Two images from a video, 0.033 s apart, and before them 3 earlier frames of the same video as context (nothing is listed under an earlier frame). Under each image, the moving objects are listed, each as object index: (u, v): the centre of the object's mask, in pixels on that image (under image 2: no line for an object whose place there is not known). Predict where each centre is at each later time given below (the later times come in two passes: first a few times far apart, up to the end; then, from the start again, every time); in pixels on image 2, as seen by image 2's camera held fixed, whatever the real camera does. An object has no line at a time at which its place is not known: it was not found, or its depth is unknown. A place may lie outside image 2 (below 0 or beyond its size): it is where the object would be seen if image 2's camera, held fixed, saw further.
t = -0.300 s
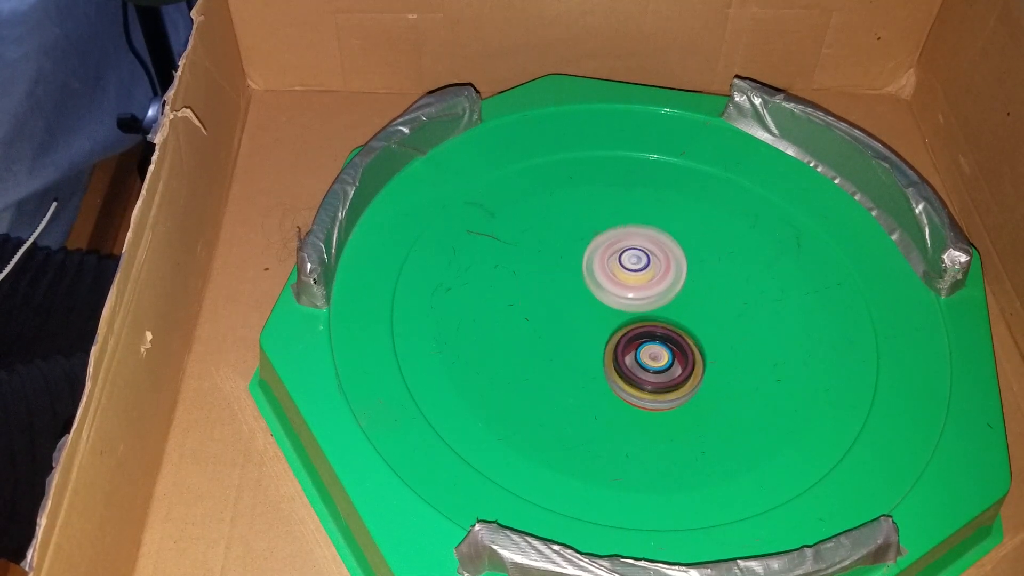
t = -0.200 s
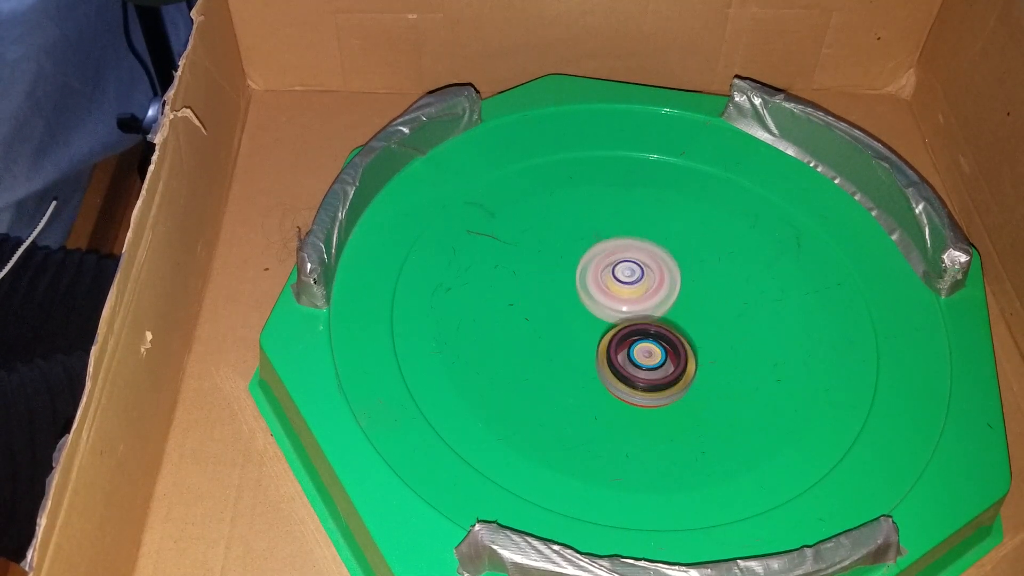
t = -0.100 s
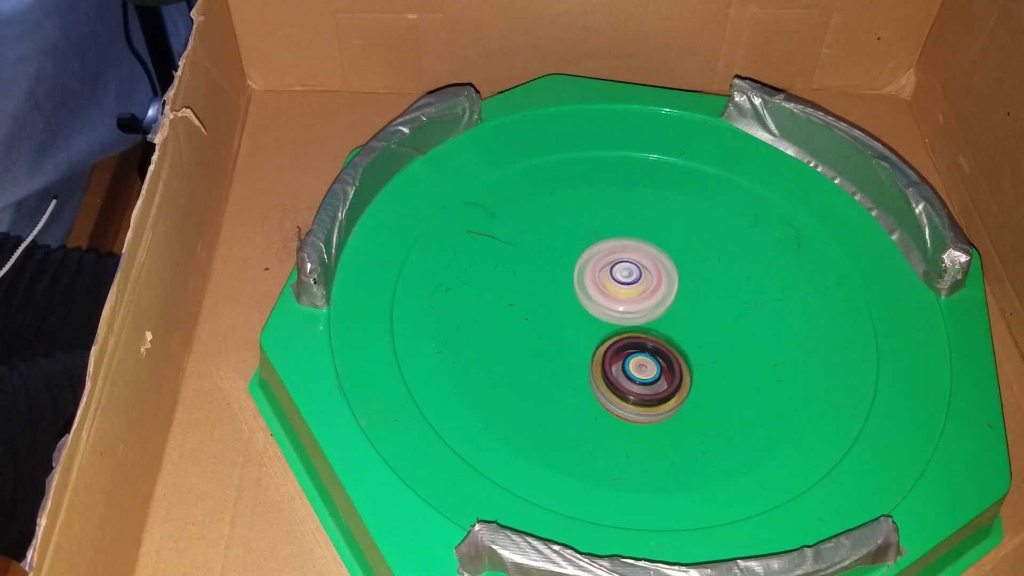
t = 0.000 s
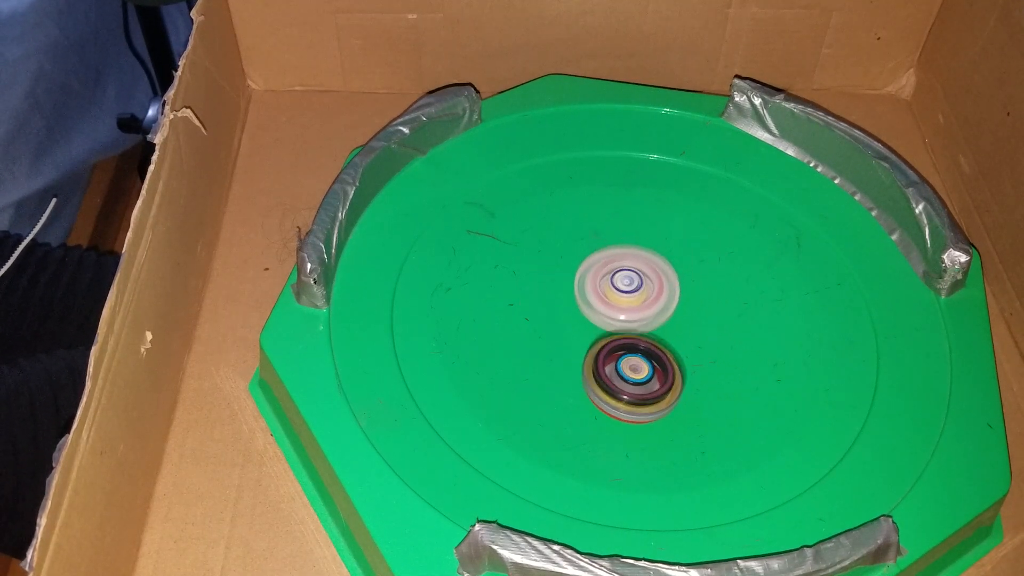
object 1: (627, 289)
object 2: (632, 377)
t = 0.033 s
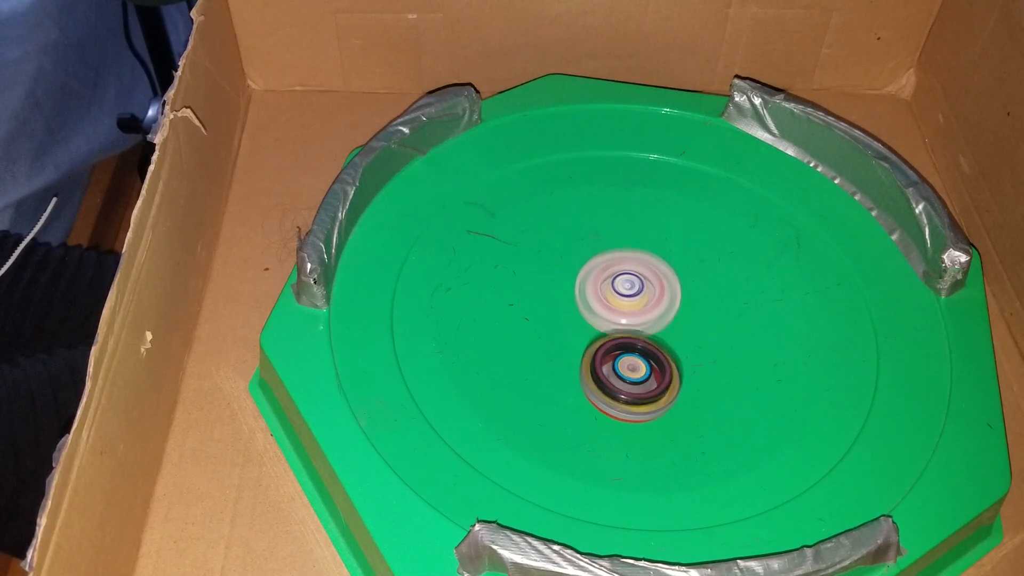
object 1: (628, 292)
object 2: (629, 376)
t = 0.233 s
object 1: (639, 287)
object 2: (624, 386)
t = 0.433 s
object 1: (639, 281)
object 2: (619, 381)
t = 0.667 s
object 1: (645, 294)
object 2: (621, 372)
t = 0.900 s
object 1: (668, 293)
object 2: (625, 364)
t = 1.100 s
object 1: (674, 286)
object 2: (623, 350)
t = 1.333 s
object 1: (669, 273)
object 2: (616, 344)
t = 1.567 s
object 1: (657, 276)
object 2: (605, 340)
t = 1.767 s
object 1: (667, 272)
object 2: (588, 356)
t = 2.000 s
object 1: (671, 256)
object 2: (579, 360)
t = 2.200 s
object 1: (662, 273)
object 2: (581, 356)
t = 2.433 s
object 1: (666, 303)
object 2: (588, 354)
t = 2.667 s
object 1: (708, 294)
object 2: (572, 363)
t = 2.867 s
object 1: (709, 289)
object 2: (577, 350)
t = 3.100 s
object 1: (681, 303)
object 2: (586, 333)
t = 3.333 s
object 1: (687, 312)
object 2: (578, 319)
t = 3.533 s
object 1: (704, 313)
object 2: (578, 307)
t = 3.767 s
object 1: (690, 318)
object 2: (584, 299)
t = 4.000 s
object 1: (704, 328)
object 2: (551, 287)
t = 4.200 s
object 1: (682, 332)
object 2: (556, 285)
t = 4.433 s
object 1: (652, 341)
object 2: (564, 283)
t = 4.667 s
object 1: (630, 351)
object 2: (573, 275)
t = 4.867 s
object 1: (621, 354)
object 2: (594, 269)
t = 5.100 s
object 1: (626, 358)
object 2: (615, 259)
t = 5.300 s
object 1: (638, 347)
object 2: (628, 259)
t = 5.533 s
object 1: (653, 344)
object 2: (633, 258)
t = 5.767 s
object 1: (667, 342)
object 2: (635, 258)
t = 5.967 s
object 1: (692, 357)
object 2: (629, 251)
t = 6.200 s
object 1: (691, 346)
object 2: (636, 262)
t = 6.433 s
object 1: (674, 348)
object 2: (635, 261)
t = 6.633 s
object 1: (656, 349)
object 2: (635, 258)
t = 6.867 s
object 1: (632, 344)
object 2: (643, 261)
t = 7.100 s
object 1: (616, 344)
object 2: (648, 264)
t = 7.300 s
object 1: (609, 341)
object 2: (656, 265)
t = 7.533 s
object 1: (608, 341)
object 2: (667, 263)
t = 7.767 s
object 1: (611, 360)
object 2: (676, 259)
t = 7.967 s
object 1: (629, 357)
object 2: (679, 262)
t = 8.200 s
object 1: (642, 344)
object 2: (683, 264)
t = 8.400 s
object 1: (650, 341)
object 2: (688, 262)
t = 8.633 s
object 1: (651, 340)
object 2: (691, 263)
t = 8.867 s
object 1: (644, 358)
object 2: (690, 264)
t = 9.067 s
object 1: (639, 355)
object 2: (689, 275)
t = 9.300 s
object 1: (626, 367)
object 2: (692, 270)
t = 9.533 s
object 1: (629, 359)
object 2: (695, 279)
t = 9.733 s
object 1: (626, 348)
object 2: (705, 278)
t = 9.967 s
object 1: (609, 341)
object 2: (712, 273)
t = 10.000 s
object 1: (595, 347)
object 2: (717, 268)
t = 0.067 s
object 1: (629, 295)
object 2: (628, 377)
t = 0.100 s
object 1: (632, 298)
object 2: (626, 376)
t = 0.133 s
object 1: (635, 294)
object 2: (626, 384)
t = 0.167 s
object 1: (637, 291)
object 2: (626, 387)
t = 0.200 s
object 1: (638, 289)
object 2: (625, 387)
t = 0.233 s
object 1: (639, 287)
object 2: (624, 386)
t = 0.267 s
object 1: (640, 285)
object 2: (623, 386)
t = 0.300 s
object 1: (640, 283)
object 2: (622, 385)
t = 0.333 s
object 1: (640, 282)
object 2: (621, 384)
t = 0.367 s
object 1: (639, 281)
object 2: (620, 383)
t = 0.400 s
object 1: (639, 281)
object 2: (619, 382)
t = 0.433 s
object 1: (639, 281)
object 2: (619, 381)
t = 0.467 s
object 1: (639, 282)
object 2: (619, 381)
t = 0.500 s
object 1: (639, 283)
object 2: (619, 380)
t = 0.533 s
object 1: (639, 285)
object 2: (619, 379)
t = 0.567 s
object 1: (640, 287)
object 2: (620, 378)
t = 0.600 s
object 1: (642, 289)
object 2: (620, 376)
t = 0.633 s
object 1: (643, 291)
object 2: (621, 374)
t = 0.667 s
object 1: (645, 294)
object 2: (621, 372)
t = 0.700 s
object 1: (648, 296)
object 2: (622, 370)
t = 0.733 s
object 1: (651, 297)
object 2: (622, 370)
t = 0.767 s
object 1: (655, 298)
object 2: (624, 369)
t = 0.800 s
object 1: (660, 297)
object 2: (623, 369)
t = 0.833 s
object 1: (664, 296)
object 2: (625, 369)
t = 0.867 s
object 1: (666, 294)
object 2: (625, 366)
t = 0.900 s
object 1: (668, 293)
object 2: (625, 364)
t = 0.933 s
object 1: (670, 292)
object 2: (624, 361)
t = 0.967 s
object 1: (672, 290)
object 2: (624, 357)
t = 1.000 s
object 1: (672, 289)
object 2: (624, 355)
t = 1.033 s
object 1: (673, 288)
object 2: (623, 354)
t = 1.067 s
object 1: (674, 287)
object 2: (623, 353)
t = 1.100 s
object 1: (674, 286)
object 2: (623, 350)
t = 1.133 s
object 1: (674, 285)
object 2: (622, 347)
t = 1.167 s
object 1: (675, 283)
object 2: (621, 347)
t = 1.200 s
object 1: (675, 279)
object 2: (619, 349)
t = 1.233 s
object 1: (674, 277)
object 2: (619, 348)
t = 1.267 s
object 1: (673, 275)
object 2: (618, 347)
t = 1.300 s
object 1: (671, 273)
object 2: (617, 345)
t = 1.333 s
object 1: (669, 273)
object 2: (616, 344)
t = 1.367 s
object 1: (666, 273)
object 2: (615, 342)
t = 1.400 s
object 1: (663, 273)
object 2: (615, 340)
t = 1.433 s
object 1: (661, 274)
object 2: (613, 339)
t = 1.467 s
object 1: (661, 273)
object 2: (609, 342)
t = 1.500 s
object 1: (660, 273)
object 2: (607, 341)
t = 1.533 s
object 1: (658, 275)
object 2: (606, 341)
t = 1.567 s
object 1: (657, 276)
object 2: (605, 340)
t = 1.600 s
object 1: (657, 278)
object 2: (603, 341)
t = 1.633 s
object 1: (657, 279)
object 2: (601, 342)
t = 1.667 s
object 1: (657, 280)
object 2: (600, 342)
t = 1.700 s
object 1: (657, 282)
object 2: (599, 342)
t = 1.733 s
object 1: (659, 282)
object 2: (595, 345)
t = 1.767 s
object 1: (667, 272)
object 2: (588, 356)
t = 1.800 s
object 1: (671, 267)
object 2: (585, 361)
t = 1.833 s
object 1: (673, 264)
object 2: (583, 362)
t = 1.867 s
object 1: (673, 261)
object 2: (582, 362)
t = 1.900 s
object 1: (673, 259)
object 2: (580, 361)
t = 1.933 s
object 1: (673, 257)
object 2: (580, 361)
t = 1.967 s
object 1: (673, 256)
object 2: (579, 360)
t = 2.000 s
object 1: (671, 256)
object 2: (579, 360)
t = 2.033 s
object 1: (670, 257)
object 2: (579, 360)
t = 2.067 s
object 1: (668, 259)
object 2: (579, 359)
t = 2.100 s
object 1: (667, 262)
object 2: (579, 358)
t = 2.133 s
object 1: (665, 265)
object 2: (580, 358)
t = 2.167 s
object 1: (663, 269)
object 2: (580, 357)
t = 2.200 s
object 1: (662, 273)
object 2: (581, 356)
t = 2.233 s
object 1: (660, 278)
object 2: (582, 356)
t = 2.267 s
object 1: (660, 282)
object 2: (584, 355)
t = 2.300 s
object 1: (659, 287)
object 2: (585, 355)
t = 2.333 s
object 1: (659, 292)
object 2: (588, 353)
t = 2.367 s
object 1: (659, 297)
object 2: (589, 352)
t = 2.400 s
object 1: (661, 300)
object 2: (592, 350)
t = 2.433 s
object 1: (666, 303)
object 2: (588, 354)
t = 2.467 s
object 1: (669, 306)
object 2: (590, 354)
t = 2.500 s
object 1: (671, 309)
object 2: (592, 353)
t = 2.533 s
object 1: (678, 308)
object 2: (585, 357)
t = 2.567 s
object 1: (694, 301)
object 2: (574, 363)
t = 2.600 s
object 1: (701, 298)
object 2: (572, 366)
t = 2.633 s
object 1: (706, 295)
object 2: (572, 365)
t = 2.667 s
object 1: (708, 294)
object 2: (572, 363)
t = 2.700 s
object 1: (710, 292)
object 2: (573, 362)
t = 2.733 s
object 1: (712, 291)
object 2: (573, 359)
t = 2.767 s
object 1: (712, 290)
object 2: (574, 357)
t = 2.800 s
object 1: (712, 290)
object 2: (574, 355)
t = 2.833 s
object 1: (711, 289)
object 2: (575, 352)
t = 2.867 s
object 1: (709, 289)
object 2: (577, 350)
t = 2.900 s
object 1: (706, 289)
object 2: (578, 348)
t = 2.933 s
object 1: (703, 290)
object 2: (579, 346)
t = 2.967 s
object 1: (698, 292)
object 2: (580, 343)
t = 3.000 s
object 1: (695, 295)
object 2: (581, 341)
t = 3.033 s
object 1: (690, 297)
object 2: (583, 338)
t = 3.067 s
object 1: (686, 300)
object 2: (584, 336)
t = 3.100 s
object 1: (681, 303)
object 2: (586, 333)
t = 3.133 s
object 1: (680, 305)
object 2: (584, 330)
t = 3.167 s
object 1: (685, 305)
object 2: (578, 330)
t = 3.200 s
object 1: (685, 306)
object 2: (579, 329)
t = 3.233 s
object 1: (685, 308)
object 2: (581, 327)
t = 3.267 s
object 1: (683, 309)
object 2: (581, 323)
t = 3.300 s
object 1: (682, 311)
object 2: (583, 321)
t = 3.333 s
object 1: (687, 312)
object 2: (578, 319)
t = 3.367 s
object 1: (692, 313)
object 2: (574, 317)
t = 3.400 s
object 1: (696, 313)
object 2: (575, 315)
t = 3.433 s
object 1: (698, 313)
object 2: (576, 314)
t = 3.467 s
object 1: (701, 313)
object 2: (577, 311)
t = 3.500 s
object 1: (703, 313)
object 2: (577, 308)
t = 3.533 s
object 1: (704, 313)
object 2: (578, 307)
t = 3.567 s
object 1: (704, 313)
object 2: (579, 304)
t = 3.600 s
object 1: (703, 313)
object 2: (580, 303)
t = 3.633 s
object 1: (701, 313)
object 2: (581, 302)
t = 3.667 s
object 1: (699, 314)
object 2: (582, 299)
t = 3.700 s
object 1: (697, 315)
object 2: (582, 299)
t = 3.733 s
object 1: (694, 316)
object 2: (583, 298)
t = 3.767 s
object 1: (690, 318)
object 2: (584, 299)
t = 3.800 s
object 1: (687, 320)
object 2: (585, 297)
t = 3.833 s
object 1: (701, 322)
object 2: (568, 294)
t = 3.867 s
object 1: (707, 325)
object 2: (556, 291)
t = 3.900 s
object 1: (709, 326)
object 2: (553, 290)
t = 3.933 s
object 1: (708, 326)
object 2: (551, 289)
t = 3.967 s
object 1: (706, 327)
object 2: (551, 288)
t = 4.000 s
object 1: (704, 328)
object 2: (551, 287)
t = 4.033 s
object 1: (701, 329)
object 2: (552, 286)
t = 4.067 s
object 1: (698, 329)
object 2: (553, 286)
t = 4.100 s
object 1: (694, 330)
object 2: (553, 287)
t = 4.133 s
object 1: (690, 331)
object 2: (553, 286)
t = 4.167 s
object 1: (687, 331)
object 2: (555, 285)
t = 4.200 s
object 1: (682, 332)
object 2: (556, 285)
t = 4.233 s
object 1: (678, 333)
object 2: (558, 286)
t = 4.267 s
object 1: (673, 334)
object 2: (559, 285)
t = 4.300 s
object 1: (668, 335)
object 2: (560, 286)
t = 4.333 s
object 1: (663, 337)
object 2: (562, 286)
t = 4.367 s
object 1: (658, 337)
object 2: (564, 285)
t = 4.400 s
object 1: (654, 338)
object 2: (566, 287)
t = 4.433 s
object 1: (652, 341)
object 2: (564, 283)
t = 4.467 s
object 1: (649, 344)
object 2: (562, 280)
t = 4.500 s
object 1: (645, 344)
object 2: (563, 280)
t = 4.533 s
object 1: (640, 344)
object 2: (566, 280)
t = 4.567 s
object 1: (639, 348)
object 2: (566, 277)
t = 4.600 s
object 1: (637, 351)
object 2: (566, 275)
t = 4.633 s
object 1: (633, 351)
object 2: (569, 275)
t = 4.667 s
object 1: (630, 351)
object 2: (573, 275)
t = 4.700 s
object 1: (628, 352)
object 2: (576, 273)
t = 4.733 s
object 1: (626, 355)
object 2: (580, 272)
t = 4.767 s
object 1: (624, 355)
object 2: (582, 271)
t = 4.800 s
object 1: (623, 355)
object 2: (586, 272)
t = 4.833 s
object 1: (622, 355)
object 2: (590, 270)
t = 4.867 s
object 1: (621, 354)
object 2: (594, 269)
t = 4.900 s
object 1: (620, 353)
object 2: (598, 269)
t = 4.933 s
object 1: (620, 352)
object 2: (601, 268)
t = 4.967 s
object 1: (620, 352)
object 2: (605, 268)
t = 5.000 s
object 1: (621, 356)
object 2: (607, 263)
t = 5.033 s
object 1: (622, 357)
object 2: (610, 261)
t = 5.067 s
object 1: (624, 358)
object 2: (613, 260)
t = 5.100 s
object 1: (626, 358)
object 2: (615, 259)
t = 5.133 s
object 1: (628, 357)
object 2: (619, 259)
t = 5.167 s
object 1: (630, 356)
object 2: (621, 258)
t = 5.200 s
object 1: (633, 354)
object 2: (624, 258)
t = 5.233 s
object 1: (634, 352)
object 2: (625, 258)
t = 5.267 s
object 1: (636, 349)
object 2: (627, 258)
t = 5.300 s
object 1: (638, 347)
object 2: (628, 259)
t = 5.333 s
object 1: (639, 344)
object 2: (630, 259)
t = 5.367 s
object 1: (642, 346)
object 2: (630, 258)
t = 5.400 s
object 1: (644, 348)
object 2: (630, 256)
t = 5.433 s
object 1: (646, 347)
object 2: (631, 257)
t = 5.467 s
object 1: (649, 346)
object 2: (632, 257)
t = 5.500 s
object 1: (651, 346)
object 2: (633, 258)
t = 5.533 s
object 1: (653, 344)
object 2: (633, 258)
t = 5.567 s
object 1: (655, 344)
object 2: (634, 258)
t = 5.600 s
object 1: (656, 343)
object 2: (633, 258)
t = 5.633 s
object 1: (658, 342)
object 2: (633, 258)
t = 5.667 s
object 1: (661, 343)
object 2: (633, 257)
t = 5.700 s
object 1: (664, 343)
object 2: (633, 257)
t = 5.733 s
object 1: (665, 343)
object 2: (634, 259)
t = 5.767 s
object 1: (667, 342)
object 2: (635, 258)
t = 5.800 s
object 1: (673, 348)
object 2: (632, 254)
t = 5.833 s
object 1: (680, 354)
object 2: (628, 248)
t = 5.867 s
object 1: (683, 356)
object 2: (626, 249)
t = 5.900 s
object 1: (685, 357)
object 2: (628, 249)
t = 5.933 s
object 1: (689, 357)
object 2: (628, 250)
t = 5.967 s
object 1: (692, 357)
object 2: (629, 251)
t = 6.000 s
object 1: (694, 357)
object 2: (629, 252)
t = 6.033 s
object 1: (695, 356)
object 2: (631, 253)
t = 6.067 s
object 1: (696, 354)
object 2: (631, 254)
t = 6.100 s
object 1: (696, 353)
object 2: (633, 256)
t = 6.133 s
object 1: (695, 350)
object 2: (634, 257)
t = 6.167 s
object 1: (693, 348)
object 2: (635, 260)
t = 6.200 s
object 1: (691, 346)
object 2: (636, 262)
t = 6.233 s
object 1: (688, 344)
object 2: (637, 265)
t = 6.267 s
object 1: (686, 343)
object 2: (638, 266)
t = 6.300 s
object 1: (684, 344)
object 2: (636, 264)
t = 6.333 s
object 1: (681, 344)
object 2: (636, 266)
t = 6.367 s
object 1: (680, 345)
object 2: (635, 265)
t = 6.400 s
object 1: (677, 345)
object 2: (637, 266)
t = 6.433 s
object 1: (674, 348)
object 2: (635, 261)
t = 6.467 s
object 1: (670, 347)
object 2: (634, 260)
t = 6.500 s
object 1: (667, 346)
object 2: (635, 261)
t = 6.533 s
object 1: (663, 345)
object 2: (636, 262)
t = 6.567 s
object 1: (661, 347)
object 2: (636, 260)
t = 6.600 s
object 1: (659, 349)
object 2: (634, 256)
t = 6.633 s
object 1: (656, 349)
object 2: (635, 258)
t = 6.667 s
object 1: (652, 349)
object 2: (636, 258)
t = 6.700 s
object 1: (649, 348)
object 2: (637, 259)
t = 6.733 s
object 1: (646, 348)
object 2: (639, 259)
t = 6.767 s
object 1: (642, 347)
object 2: (639, 259)
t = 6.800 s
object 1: (639, 346)
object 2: (640, 260)
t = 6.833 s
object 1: (636, 345)
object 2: (641, 260)
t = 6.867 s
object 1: (632, 344)
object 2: (643, 261)
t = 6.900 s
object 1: (628, 344)
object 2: (643, 260)
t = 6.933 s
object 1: (625, 345)
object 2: (642, 260)
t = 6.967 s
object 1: (623, 345)
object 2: (645, 262)
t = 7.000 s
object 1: (620, 345)
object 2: (645, 262)
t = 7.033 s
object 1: (619, 345)
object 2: (646, 263)
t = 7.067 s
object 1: (617, 344)
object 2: (648, 263)
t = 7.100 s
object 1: (616, 344)
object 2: (648, 264)
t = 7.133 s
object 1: (615, 342)
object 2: (650, 265)
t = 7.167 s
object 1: (613, 341)
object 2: (651, 265)
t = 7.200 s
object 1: (611, 342)
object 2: (652, 264)
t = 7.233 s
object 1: (610, 342)
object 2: (654, 264)
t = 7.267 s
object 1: (609, 342)
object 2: (655, 264)
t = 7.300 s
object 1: (609, 341)
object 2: (656, 265)
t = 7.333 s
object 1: (608, 341)
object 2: (658, 266)
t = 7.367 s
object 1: (610, 340)
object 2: (658, 266)
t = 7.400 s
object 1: (610, 338)
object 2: (660, 267)
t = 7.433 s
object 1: (611, 338)
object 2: (661, 268)
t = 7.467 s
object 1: (611, 337)
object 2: (663, 267)
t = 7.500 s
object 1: (610, 337)
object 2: (665, 267)
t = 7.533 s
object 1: (608, 341)
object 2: (667, 263)
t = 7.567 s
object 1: (605, 347)
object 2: (670, 258)
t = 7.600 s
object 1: (605, 350)
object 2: (671, 257)
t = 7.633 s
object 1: (606, 352)
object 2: (672, 259)
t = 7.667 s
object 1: (606, 354)
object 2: (673, 258)
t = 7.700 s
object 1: (608, 357)
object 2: (674, 259)
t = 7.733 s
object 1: (608, 358)
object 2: (675, 259)
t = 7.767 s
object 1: (611, 360)
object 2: (676, 259)
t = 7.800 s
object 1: (614, 361)
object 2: (676, 260)
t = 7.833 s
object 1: (616, 361)
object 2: (677, 260)
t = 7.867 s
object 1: (620, 361)
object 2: (678, 260)
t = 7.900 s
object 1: (623, 360)
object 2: (678, 261)
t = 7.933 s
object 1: (627, 359)
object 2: (679, 262)
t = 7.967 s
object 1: (629, 357)
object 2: (679, 262)
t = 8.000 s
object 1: (633, 355)
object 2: (679, 263)
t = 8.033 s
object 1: (636, 352)
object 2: (679, 264)
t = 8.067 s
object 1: (639, 349)
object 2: (680, 265)
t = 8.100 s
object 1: (641, 346)
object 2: (679, 266)
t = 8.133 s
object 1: (643, 344)
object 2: (680, 268)
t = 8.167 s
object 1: (643, 344)
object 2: (683, 265)
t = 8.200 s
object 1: (642, 344)
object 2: (683, 264)
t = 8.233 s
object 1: (644, 342)
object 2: (682, 265)
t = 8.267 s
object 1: (645, 341)
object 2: (685, 265)
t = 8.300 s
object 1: (645, 341)
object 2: (687, 261)
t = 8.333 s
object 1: (648, 340)
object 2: (685, 260)
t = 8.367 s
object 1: (649, 340)
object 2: (686, 263)
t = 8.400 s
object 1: (650, 341)
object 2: (688, 262)
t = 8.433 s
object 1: (650, 341)
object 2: (688, 258)
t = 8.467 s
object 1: (651, 341)
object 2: (686, 260)
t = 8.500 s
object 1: (650, 340)
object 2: (688, 261)
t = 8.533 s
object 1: (652, 341)
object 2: (690, 261)
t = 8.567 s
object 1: (651, 340)
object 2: (689, 261)
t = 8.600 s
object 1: (652, 341)
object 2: (689, 262)
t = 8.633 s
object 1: (651, 340)
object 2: (691, 263)
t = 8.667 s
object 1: (649, 344)
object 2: (691, 261)
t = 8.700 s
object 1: (647, 350)
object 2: (689, 258)
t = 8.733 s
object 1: (646, 352)
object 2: (688, 260)
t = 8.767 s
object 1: (646, 354)
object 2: (689, 262)
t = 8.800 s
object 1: (645, 356)
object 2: (691, 263)
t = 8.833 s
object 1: (644, 357)
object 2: (690, 263)
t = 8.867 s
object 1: (644, 358)
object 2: (690, 264)
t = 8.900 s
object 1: (643, 359)
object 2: (690, 266)
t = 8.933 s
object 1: (642, 359)
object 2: (690, 268)
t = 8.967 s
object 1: (641, 359)
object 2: (691, 269)
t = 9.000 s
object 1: (641, 357)
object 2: (690, 270)
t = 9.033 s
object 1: (640, 357)
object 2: (690, 272)
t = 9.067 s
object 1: (639, 355)
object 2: (689, 275)
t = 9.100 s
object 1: (639, 353)
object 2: (690, 277)
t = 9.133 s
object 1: (638, 351)
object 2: (691, 279)
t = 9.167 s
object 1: (637, 352)
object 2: (690, 280)
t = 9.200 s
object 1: (630, 361)
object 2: (693, 272)
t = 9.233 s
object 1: (627, 364)
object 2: (693, 267)
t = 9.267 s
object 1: (627, 365)
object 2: (692, 268)
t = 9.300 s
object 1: (626, 367)
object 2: (692, 270)
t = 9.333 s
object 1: (627, 368)
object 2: (694, 272)
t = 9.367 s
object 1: (626, 368)
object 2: (695, 274)
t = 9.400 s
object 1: (627, 367)
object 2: (696, 274)
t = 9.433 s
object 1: (626, 365)
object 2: (696, 276)
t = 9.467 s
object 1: (628, 364)
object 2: (695, 276)
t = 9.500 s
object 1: (628, 361)
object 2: (696, 278)
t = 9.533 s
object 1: (629, 359)
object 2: (695, 279)
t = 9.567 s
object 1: (629, 357)
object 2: (695, 281)
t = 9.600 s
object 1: (631, 354)
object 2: (695, 282)
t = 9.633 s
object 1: (632, 351)
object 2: (696, 283)
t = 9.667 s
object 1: (633, 349)
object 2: (696, 285)
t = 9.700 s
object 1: (627, 350)
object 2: (703, 281)
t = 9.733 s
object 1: (626, 348)
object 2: (705, 278)
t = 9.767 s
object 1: (627, 346)
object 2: (703, 278)
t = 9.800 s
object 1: (627, 343)
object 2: (702, 280)
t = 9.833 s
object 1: (628, 341)
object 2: (702, 280)
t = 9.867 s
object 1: (628, 339)
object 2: (703, 282)
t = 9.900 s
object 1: (625, 336)
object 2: (704, 280)
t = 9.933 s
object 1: (625, 335)
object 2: (703, 280)
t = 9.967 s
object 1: (609, 341)
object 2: (712, 273)
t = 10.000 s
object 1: (595, 347)
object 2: (717, 268)
